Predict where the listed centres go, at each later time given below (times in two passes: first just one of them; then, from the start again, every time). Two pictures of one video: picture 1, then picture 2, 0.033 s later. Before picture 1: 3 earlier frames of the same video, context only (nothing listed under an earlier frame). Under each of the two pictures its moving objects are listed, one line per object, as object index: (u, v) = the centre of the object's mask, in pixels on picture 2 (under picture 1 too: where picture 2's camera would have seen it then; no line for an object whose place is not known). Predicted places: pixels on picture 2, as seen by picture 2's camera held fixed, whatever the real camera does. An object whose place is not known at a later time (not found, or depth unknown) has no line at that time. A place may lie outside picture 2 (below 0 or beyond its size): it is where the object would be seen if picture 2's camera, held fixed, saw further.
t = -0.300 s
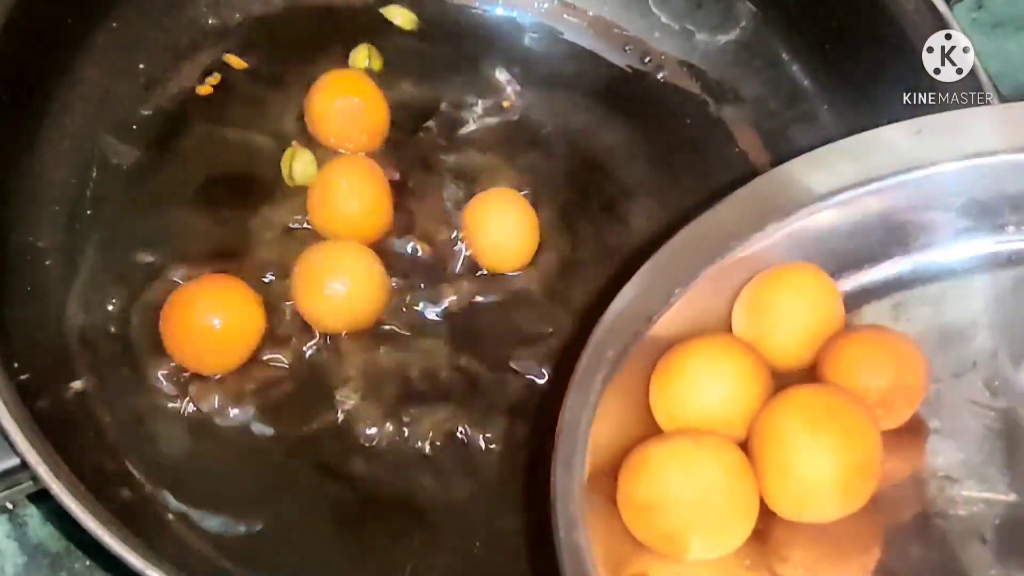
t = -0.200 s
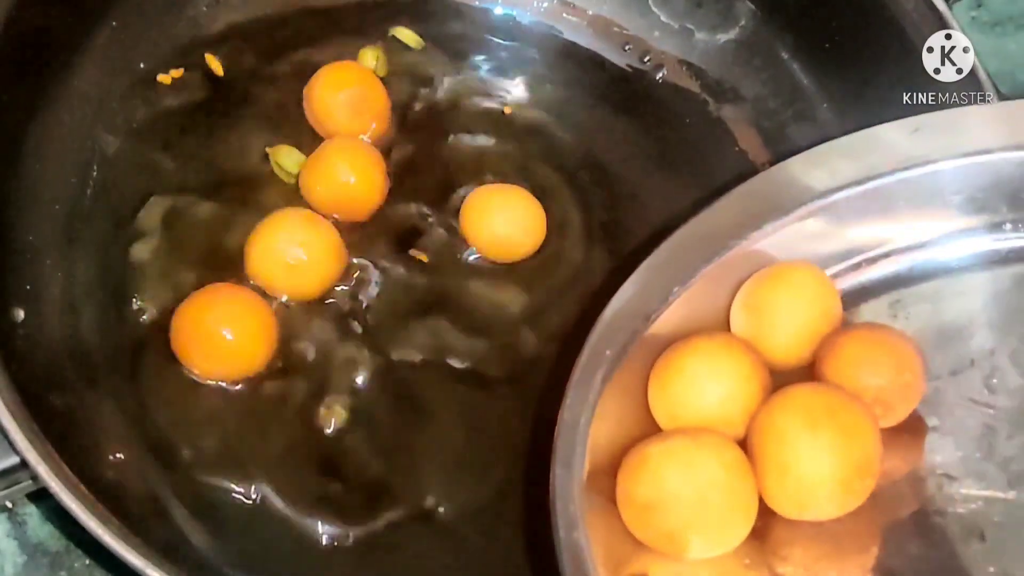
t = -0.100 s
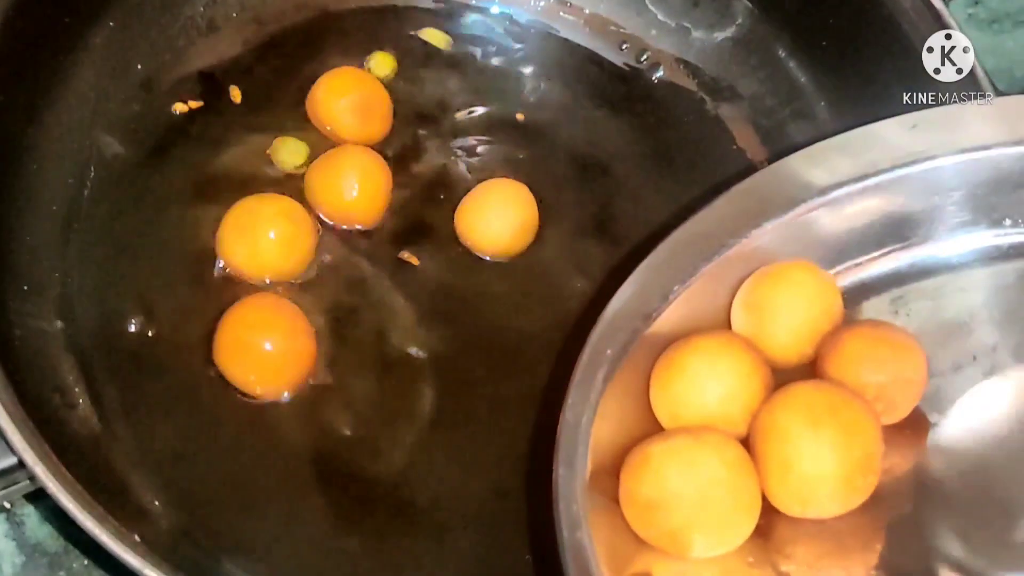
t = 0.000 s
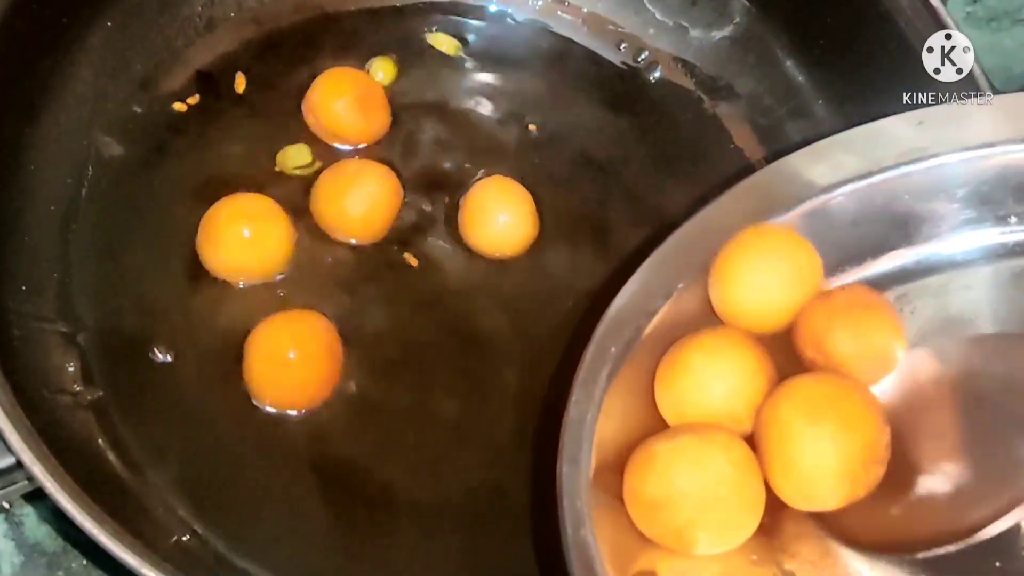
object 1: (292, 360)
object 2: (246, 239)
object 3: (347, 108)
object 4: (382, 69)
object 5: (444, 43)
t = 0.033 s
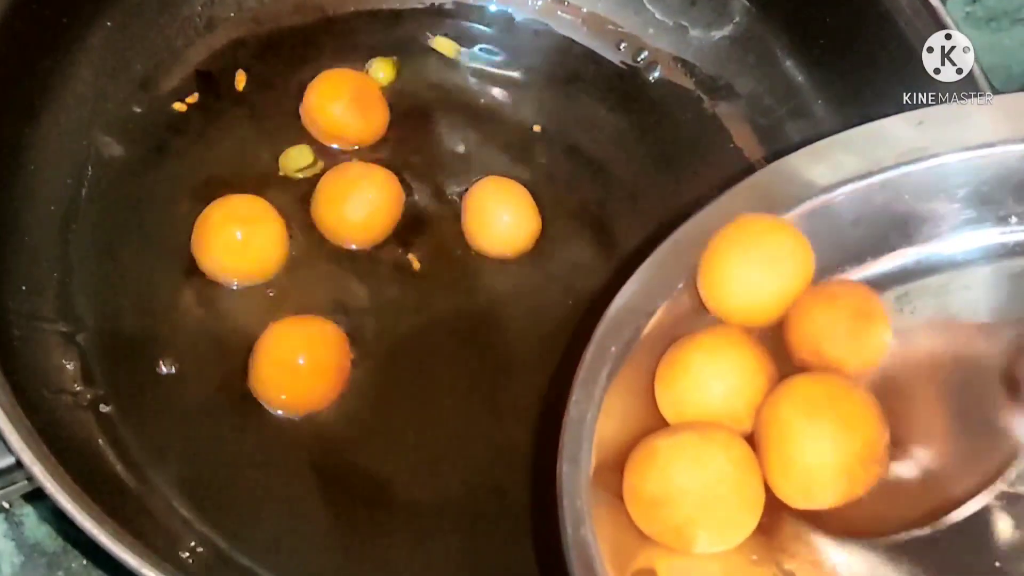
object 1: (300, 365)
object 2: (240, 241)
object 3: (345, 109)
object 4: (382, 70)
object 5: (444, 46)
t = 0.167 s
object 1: (335, 381)
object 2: (252, 245)
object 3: (343, 124)
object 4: (375, 73)
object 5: (458, 43)
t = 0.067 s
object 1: (308, 369)
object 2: (239, 241)
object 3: (344, 113)
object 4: (381, 70)
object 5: (448, 47)
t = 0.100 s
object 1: (316, 373)
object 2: (241, 242)
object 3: (343, 116)
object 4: (378, 71)
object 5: (453, 45)
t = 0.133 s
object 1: (326, 377)
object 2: (246, 244)
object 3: (343, 121)
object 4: (375, 73)
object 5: (456, 43)
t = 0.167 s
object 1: (335, 381)
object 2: (252, 245)
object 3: (343, 124)
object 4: (375, 73)
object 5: (458, 43)
